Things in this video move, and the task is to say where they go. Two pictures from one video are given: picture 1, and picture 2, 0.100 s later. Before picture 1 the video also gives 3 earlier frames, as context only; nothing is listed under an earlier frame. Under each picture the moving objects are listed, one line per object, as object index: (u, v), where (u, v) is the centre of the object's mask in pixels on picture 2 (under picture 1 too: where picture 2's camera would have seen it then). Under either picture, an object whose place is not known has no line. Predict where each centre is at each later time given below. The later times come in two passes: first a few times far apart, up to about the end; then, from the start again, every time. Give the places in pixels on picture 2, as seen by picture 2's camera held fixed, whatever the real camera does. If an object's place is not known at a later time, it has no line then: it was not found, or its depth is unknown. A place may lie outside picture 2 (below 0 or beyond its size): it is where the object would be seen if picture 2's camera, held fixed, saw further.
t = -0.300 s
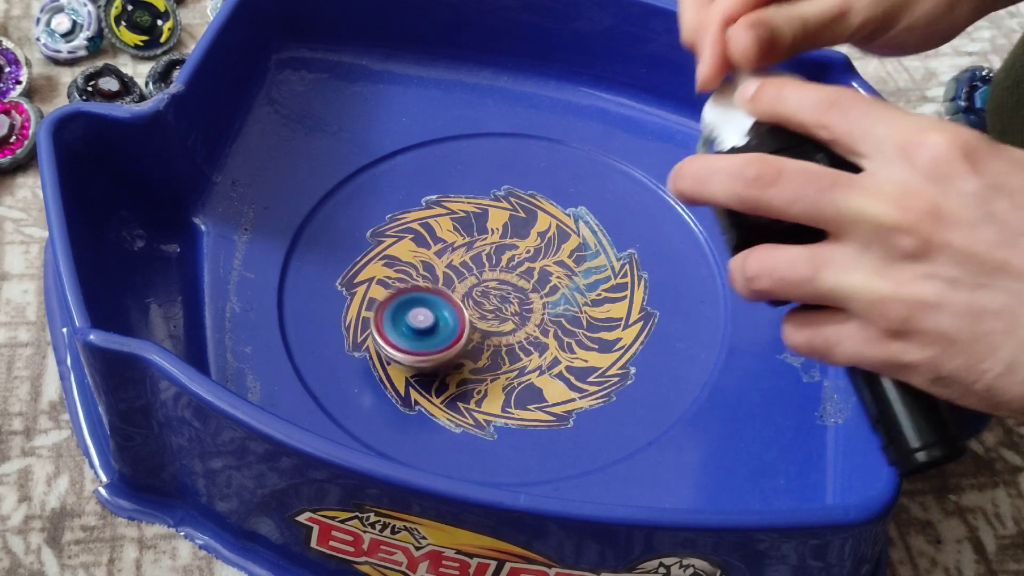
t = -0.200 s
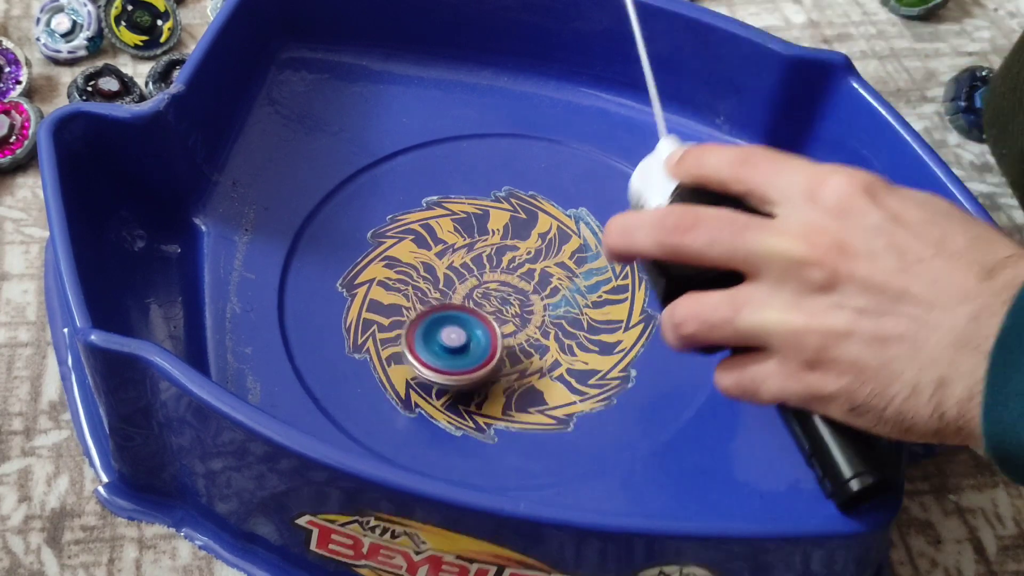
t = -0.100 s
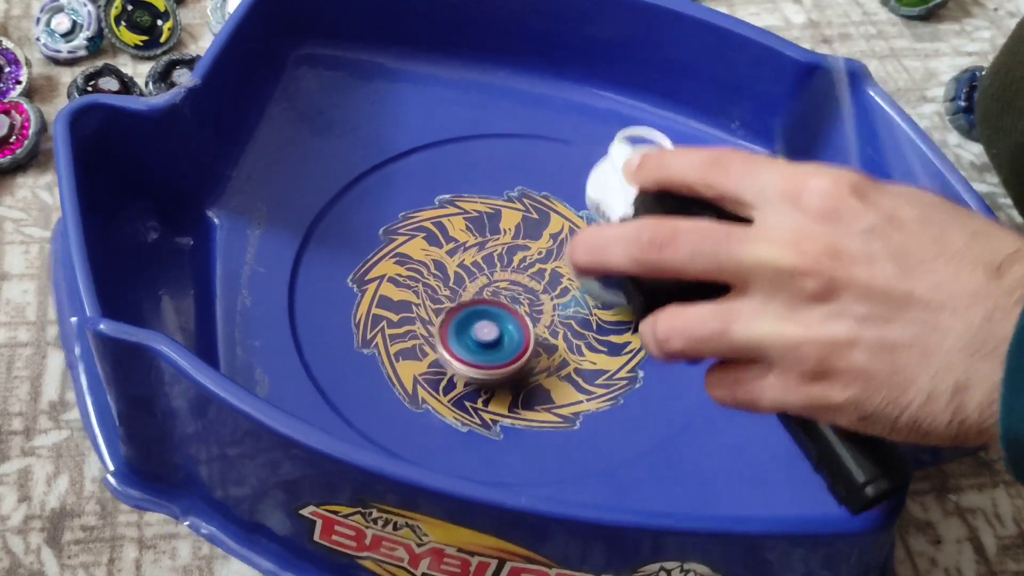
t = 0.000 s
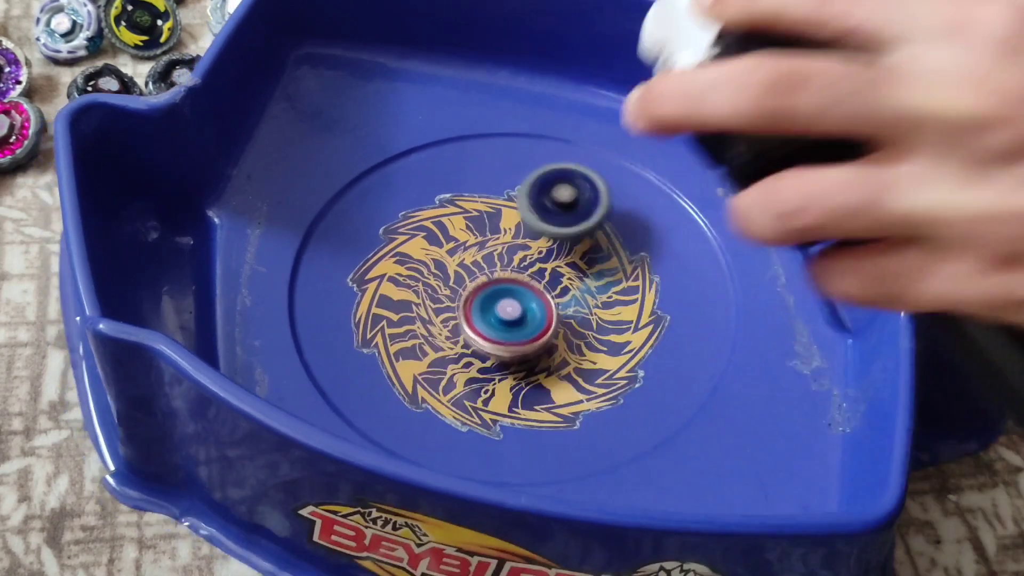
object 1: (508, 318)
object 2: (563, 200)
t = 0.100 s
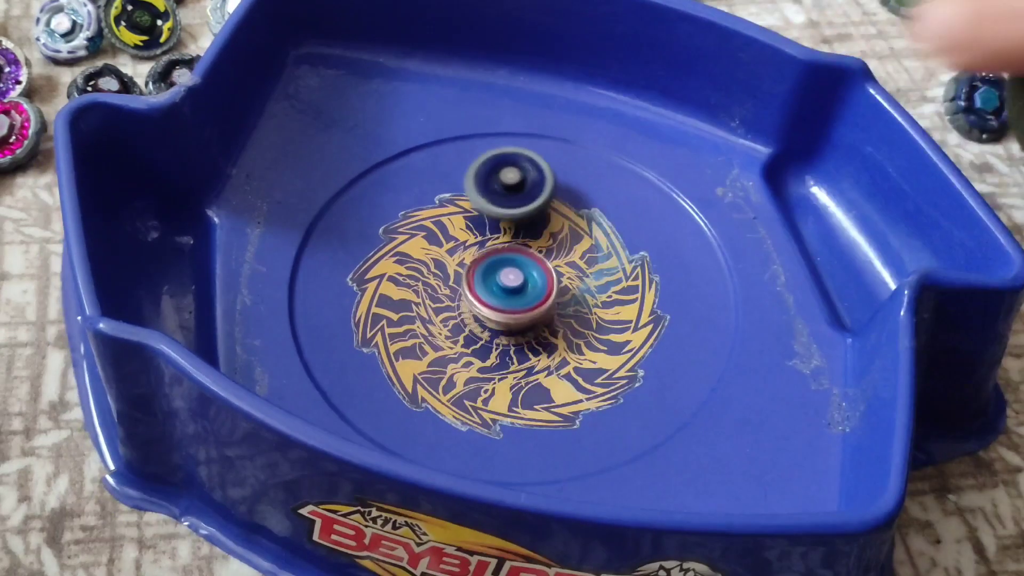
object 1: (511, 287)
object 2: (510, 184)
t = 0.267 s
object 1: (490, 303)
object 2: (448, 145)
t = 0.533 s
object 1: (510, 308)
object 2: (374, 259)
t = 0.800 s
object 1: (662, 257)
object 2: (338, 391)
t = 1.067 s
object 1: (592, 162)
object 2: (612, 432)
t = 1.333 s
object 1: (464, 214)
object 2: (661, 215)
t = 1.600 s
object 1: (522, 330)
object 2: (411, 137)
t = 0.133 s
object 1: (506, 277)
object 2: (495, 186)
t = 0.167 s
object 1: (501, 267)
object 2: (481, 192)
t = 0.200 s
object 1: (497, 278)
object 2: (470, 178)
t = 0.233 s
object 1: (495, 294)
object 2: (459, 158)
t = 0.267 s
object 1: (490, 303)
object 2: (448, 145)
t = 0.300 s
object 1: (487, 308)
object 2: (436, 140)
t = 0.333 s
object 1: (485, 311)
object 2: (422, 142)
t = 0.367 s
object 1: (488, 312)
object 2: (408, 152)
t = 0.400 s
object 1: (495, 312)
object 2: (392, 167)
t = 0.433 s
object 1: (502, 310)
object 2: (378, 187)
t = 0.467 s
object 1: (504, 308)
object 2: (371, 211)
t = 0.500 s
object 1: (507, 308)
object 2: (369, 235)
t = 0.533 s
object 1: (510, 308)
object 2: (374, 259)
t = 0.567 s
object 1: (511, 308)
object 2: (386, 283)
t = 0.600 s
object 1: (509, 307)
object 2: (404, 305)
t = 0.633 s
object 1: (544, 304)
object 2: (376, 320)
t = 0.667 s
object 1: (581, 300)
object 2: (343, 334)
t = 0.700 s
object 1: (612, 293)
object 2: (321, 349)
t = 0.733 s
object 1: (635, 283)
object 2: (315, 361)
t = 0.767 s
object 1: (652, 270)
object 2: (321, 377)
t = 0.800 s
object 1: (662, 257)
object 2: (338, 391)
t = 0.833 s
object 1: (667, 243)
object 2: (360, 408)
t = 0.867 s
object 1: (667, 229)
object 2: (388, 423)
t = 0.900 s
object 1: (662, 215)
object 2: (420, 436)
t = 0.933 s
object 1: (654, 201)
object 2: (453, 445)
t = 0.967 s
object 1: (643, 188)
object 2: (489, 452)
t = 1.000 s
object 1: (628, 177)
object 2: (530, 454)
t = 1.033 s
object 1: (611, 169)
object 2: (572, 448)
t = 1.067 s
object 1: (592, 162)
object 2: (612, 432)
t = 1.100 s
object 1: (571, 159)
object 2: (644, 410)
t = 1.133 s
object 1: (549, 159)
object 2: (667, 384)
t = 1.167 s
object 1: (529, 162)
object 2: (682, 356)
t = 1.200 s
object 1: (510, 168)
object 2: (690, 326)
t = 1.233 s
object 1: (495, 176)
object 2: (691, 297)
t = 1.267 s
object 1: (482, 186)
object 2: (687, 268)
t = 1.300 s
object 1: (471, 199)
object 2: (677, 241)
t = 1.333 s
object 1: (464, 214)
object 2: (661, 215)
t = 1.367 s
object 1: (460, 230)
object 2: (639, 191)
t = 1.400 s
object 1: (460, 249)
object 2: (613, 170)
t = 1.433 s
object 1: (463, 266)
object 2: (583, 154)
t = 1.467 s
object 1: (470, 282)
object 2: (549, 141)
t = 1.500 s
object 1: (480, 297)
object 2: (515, 133)
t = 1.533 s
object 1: (492, 310)
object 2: (480, 129)
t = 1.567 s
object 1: (505, 321)
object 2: (444, 131)
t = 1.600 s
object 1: (522, 330)
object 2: (411, 137)
